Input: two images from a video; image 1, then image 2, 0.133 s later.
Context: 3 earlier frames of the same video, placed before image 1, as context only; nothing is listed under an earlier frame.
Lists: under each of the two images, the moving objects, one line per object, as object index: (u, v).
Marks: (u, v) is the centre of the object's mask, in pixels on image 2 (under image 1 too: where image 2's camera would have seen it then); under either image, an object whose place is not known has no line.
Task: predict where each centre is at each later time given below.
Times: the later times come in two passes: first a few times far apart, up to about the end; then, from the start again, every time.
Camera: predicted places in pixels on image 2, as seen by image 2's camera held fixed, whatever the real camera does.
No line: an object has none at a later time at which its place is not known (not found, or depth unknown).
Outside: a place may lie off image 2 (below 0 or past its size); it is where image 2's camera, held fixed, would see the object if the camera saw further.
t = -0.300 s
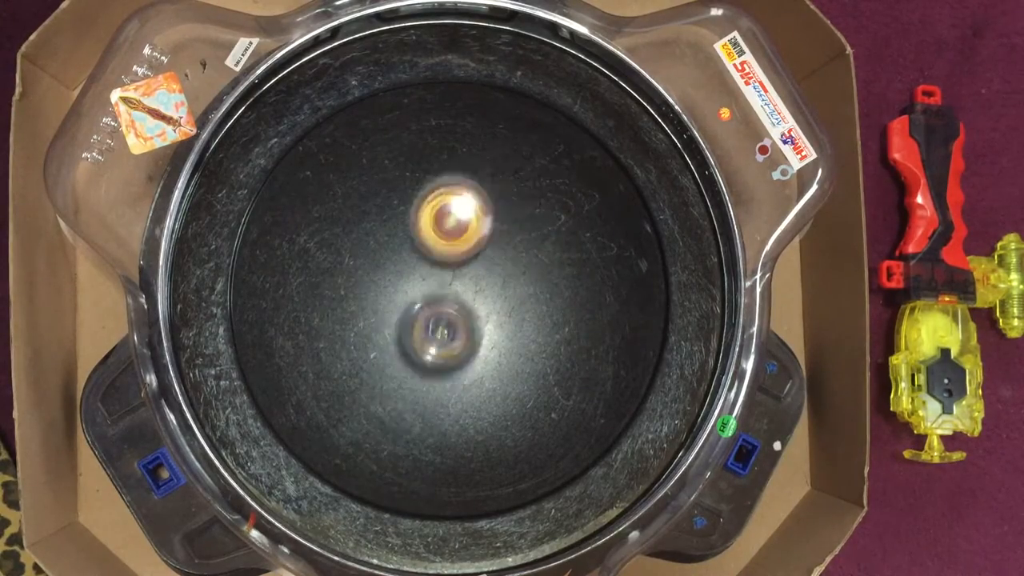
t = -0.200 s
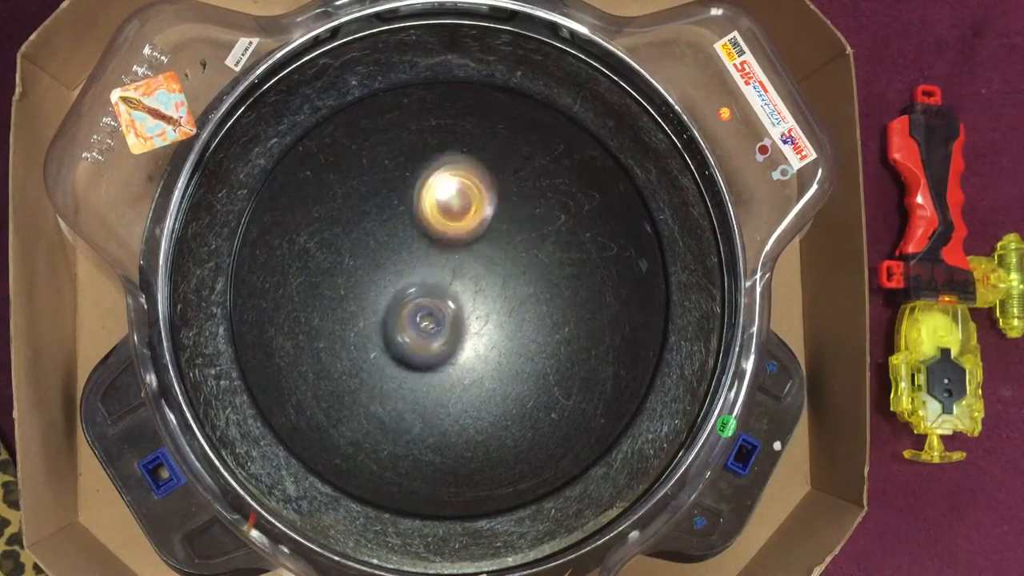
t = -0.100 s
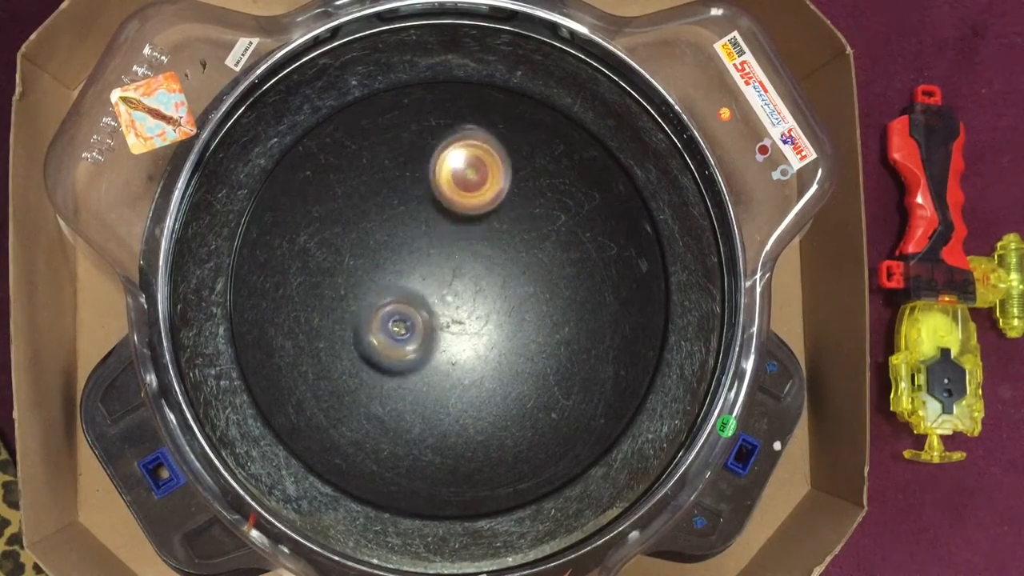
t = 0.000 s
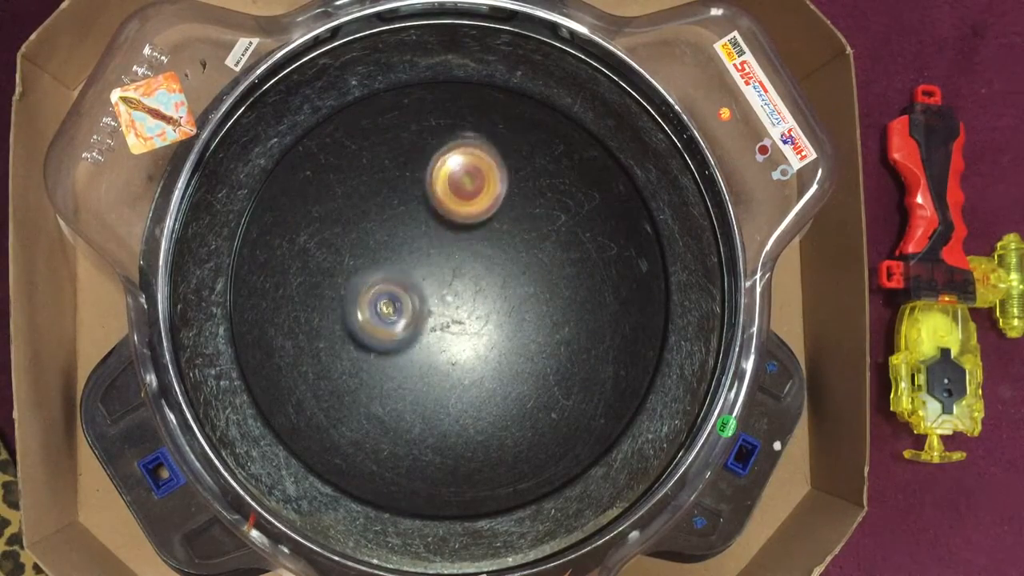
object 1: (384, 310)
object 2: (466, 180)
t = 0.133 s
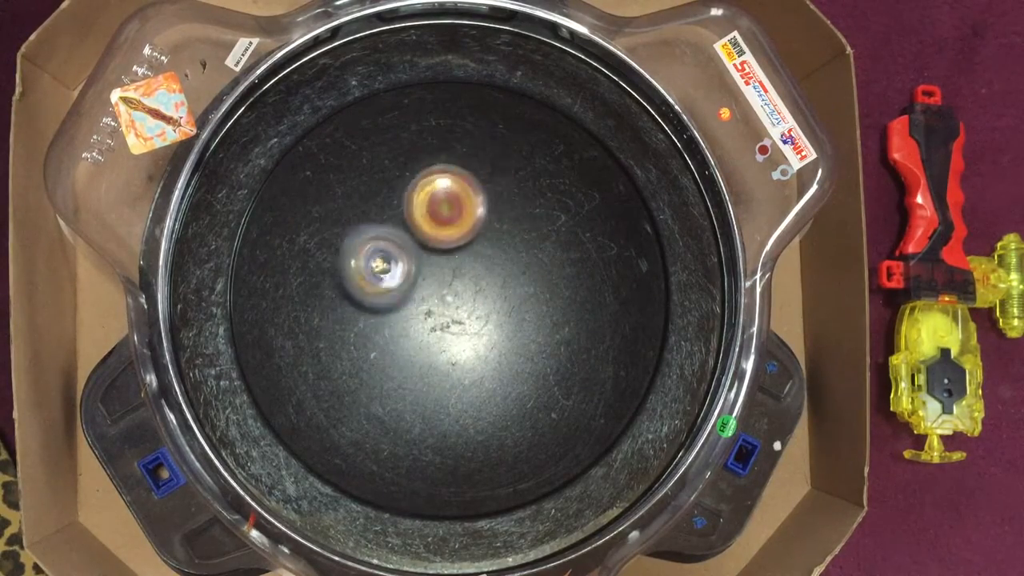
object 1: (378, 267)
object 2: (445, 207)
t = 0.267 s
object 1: (337, 274)
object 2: (488, 206)
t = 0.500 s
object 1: (392, 254)
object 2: (494, 252)
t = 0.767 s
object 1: (403, 233)
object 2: (593, 331)
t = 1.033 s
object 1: (468, 261)
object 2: (559, 322)
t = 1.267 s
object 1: (459, 272)
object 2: (521, 363)
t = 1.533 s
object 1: (455, 317)
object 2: (476, 408)
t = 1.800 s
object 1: (438, 311)
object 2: (445, 443)
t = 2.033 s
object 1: (425, 298)
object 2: (429, 386)
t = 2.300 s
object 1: (466, 211)
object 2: (355, 353)
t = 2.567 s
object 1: (497, 194)
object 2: (349, 289)
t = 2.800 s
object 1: (520, 241)
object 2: (372, 221)
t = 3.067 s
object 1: (502, 322)
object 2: (415, 172)
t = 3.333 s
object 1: (445, 374)
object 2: (459, 194)
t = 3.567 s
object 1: (393, 360)
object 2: (511, 240)
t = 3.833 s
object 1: (376, 300)
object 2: (578, 273)
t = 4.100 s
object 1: (418, 248)
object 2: (547, 283)
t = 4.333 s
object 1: (473, 241)
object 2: (504, 330)
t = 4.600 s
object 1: (513, 287)
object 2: (483, 383)
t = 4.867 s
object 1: (504, 325)
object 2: (436, 409)
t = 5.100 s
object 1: (473, 329)
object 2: (394, 384)
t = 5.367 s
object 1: (448, 295)
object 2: (362, 324)
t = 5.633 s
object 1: (450, 253)
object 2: (363, 233)
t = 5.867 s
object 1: (468, 247)
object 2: (389, 195)
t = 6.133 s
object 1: (490, 292)
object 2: (434, 201)
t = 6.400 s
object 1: (465, 334)
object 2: (500, 238)
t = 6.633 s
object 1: (426, 337)
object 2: (551, 287)
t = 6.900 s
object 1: (409, 301)
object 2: (542, 335)
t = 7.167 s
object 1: (437, 264)
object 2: (486, 374)
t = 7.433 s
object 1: (481, 274)
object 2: (420, 388)
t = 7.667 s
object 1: (489, 315)
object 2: (381, 355)
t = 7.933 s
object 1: (455, 338)
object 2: (369, 289)
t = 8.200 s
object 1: (420, 316)
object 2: (397, 227)
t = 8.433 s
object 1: (422, 296)
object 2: (448, 186)
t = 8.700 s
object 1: (454, 290)
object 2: (510, 205)
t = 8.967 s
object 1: (476, 311)
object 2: (555, 277)
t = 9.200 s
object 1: (461, 329)
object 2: (550, 352)
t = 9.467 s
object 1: (437, 317)
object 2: (486, 402)
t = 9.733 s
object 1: (440, 291)
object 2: (401, 401)
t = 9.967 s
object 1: (462, 281)
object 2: (349, 349)
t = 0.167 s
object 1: (362, 268)
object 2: (459, 202)
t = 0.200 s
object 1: (348, 271)
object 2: (472, 200)
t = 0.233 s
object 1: (340, 272)
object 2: (482, 201)
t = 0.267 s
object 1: (337, 274)
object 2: (488, 206)
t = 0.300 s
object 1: (339, 274)
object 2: (490, 212)
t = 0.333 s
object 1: (344, 271)
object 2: (490, 218)
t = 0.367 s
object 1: (351, 268)
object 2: (491, 225)
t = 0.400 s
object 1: (361, 265)
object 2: (492, 232)
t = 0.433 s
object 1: (371, 261)
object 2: (493, 239)
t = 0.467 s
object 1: (381, 257)
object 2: (493, 246)
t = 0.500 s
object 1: (392, 254)
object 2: (494, 252)
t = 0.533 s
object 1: (402, 250)
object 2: (496, 259)
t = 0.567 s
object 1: (408, 245)
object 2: (504, 267)
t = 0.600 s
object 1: (399, 236)
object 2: (529, 284)
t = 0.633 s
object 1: (392, 231)
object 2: (549, 299)
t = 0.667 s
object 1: (390, 228)
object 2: (565, 311)
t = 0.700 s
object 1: (391, 229)
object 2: (578, 320)
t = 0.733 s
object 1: (396, 230)
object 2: (586, 327)
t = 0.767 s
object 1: (403, 233)
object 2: (593, 331)
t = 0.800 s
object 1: (410, 235)
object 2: (598, 333)
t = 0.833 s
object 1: (419, 238)
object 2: (600, 335)
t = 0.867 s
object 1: (429, 242)
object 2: (600, 334)
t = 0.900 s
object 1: (437, 245)
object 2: (597, 333)
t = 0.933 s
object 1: (445, 249)
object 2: (591, 331)
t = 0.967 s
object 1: (453, 252)
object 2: (582, 328)
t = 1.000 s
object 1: (460, 257)
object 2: (572, 325)
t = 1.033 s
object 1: (468, 261)
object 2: (559, 322)
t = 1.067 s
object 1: (477, 267)
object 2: (548, 321)
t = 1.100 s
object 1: (472, 264)
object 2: (544, 327)
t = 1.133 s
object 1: (468, 260)
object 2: (540, 335)
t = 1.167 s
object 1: (463, 260)
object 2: (536, 342)
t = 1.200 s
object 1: (461, 263)
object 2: (532, 349)
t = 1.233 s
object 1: (460, 267)
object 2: (527, 356)
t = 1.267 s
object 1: (459, 272)
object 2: (521, 363)
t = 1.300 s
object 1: (460, 276)
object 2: (515, 369)
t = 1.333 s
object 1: (461, 284)
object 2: (510, 376)
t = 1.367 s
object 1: (461, 290)
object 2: (505, 382)
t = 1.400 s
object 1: (460, 293)
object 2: (499, 389)
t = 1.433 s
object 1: (459, 299)
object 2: (493, 394)
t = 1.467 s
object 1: (458, 305)
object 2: (487, 399)
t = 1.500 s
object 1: (458, 310)
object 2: (481, 404)
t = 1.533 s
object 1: (455, 317)
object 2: (476, 408)
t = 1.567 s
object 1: (454, 321)
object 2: (471, 411)
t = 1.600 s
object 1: (451, 326)
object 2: (466, 414)
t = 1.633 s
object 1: (450, 326)
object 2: (463, 418)
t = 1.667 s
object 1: (448, 319)
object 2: (457, 430)
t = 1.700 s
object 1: (446, 315)
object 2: (453, 439)
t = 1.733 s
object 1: (444, 312)
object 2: (450, 443)
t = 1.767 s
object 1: (441, 310)
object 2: (447, 444)
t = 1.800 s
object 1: (438, 311)
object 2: (445, 443)
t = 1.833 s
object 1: (435, 308)
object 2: (443, 440)
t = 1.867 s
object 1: (433, 307)
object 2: (441, 434)
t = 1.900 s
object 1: (431, 306)
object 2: (439, 427)
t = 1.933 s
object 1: (430, 304)
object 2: (437, 419)
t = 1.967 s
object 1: (428, 301)
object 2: (435, 409)
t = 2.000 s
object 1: (426, 299)
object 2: (433, 398)
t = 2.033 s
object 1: (425, 298)
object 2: (429, 386)
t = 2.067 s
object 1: (426, 293)
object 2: (424, 376)
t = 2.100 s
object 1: (429, 281)
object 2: (410, 376)
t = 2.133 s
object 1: (437, 263)
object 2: (398, 375)
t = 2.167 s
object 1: (444, 248)
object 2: (385, 372)
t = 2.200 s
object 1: (449, 235)
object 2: (376, 368)
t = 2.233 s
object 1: (455, 226)
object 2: (367, 364)
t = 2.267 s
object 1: (461, 218)
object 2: (360, 359)
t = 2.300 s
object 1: (466, 211)
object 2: (355, 353)
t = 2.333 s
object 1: (469, 205)
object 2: (351, 346)
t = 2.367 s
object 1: (473, 200)
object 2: (348, 339)
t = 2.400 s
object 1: (477, 196)
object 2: (346, 331)
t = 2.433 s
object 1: (481, 193)
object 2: (345, 323)
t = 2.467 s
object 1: (486, 192)
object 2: (345, 314)
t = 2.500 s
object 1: (489, 192)
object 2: (346, 306)
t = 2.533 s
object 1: (493, 192)
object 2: (347, 298)
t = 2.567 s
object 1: (497, 194)
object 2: (349, 289)
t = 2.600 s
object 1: (501, 197)
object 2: (351, 280)
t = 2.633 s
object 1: (505, 202)
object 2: (354, 269)
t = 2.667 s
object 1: (510, 208)
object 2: (356, 260)
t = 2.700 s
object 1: (513, 215)
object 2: (360, 250)
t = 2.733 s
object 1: (516, 223)
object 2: (363, 240)
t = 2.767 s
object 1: (518, 232)
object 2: (368, 230)
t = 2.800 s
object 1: (520, 241)
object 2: (372, 221)
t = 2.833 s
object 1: (521, 252)
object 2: (376, 212)
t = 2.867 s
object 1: (521, 262)
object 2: (381, 204)
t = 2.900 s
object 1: (520, 272)
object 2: (386, 196)
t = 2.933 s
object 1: (519, 283)
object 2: (392, 189)
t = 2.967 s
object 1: (516, 293)
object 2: (398, 183)
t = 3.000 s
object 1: (512, 301)
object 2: (403, 178)
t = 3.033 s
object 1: (507, 312)
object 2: (409, 175)
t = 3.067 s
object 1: (502, 322)
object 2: (415, 172)
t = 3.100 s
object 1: (496, 331)
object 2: (420, 171)
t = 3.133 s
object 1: (490, 341)
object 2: (426, 171)
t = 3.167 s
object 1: (484, 349)
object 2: (432, 172)
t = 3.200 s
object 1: (477, 356)
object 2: (437, 174)
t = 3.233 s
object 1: (469, 362)
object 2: (442, 178)
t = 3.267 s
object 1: (461, 368)
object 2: (448, 182)
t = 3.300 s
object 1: (452, 371)
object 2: (453, 188)
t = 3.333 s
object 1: (445, 374)
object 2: (459, 194)
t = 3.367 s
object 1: (436, 375)
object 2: (465, 201)
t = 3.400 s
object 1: (428, 375)
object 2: (471, 208)
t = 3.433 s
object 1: (420, 374)
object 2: (478, 215)
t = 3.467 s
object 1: (413, 372)
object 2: (485, 221)
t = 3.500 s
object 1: (407, 370)
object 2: (493, 228)
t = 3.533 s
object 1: (398, 364)
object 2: (502, 234)
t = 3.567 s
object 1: (393, 360)
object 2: (511, 240)
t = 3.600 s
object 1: (388, 354)
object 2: (520, 246)
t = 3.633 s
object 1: (385, 349)
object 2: (530, 251)
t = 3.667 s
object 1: (382, 343)
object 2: (539, 256)
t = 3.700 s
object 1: (379, 335)
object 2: (549, 261)
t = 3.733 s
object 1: (376, 326)
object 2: (558, 265)
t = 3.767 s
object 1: (375, 319)
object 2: (566, 268)
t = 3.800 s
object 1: (375, 310)
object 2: (573, 271)
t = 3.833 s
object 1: (376, 300)
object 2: (578, 273)
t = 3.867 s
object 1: (378, 294)
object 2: (581, 274)
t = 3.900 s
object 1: (381, 286)
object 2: (582, 275)
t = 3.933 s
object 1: (386, 278)
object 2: (581, 276)
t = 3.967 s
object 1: (391, 270)
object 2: (577, 277)
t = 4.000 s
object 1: (397, 263)
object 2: (571, 278)
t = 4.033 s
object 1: (404, 257)
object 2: (564, 279)
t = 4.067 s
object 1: (410, 252)
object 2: (556, 281)
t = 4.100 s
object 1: (418, 248)
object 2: (547, 283)
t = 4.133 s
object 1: (427, 245)
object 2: (537, 285)
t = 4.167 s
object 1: (436, 242)
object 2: (527, 288)
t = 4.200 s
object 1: (446, 241)
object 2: (517, 292)
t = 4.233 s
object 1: (452, 238)
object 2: (513, 300)
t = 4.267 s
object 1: (459, 238)
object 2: (510, 310)
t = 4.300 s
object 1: (466, 239)
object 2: (507, 320)
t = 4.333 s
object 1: (473, 241)
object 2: (504, 330)
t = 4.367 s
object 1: (480, 245)
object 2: (501, 340)
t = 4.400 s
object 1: (487, 248)
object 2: (499, 348)
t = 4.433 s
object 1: (494, 253)
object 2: (497, 356)
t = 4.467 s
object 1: (499, 258)
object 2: (494, 364)
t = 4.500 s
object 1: (504, 265)
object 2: (491, 371)
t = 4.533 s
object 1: (507, 271)
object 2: (489, 376)
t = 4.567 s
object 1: (510, 279)
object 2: (486, 380)
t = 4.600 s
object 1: (513, 287)
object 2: (483, 383)
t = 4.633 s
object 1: (514, 294)
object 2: (481, 385)
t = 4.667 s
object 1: (514, 301)
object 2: (479, 386)
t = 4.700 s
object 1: (513, 310)
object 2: (474, 388)
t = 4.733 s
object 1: (517, 310)
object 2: (466, 395)
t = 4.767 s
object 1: (517, 313)
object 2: (456, 402)
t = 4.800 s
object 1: (514, 317)
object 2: (450, 406)
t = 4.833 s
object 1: (510, 320)
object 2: (443, 409)
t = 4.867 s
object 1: (504, 325)
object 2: (436, 409)
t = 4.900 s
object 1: (499, 328)
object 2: (431, 408)
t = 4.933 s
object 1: (495, 330)
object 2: (425, 405)
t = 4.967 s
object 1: (487, 335)
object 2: (420, 402)
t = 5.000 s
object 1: (481, 335)
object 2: (416, 398)
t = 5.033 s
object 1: (477, 336)
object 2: (411, 392)
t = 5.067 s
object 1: (476, 333)
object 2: (402, 389)
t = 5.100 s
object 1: (473, 329)
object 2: (394, 384)
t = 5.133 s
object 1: (471, 325)
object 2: (388, 380)
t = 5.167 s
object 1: (466, 321)
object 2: (382, 375)
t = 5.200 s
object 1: (463, 316)
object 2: (377, 368)
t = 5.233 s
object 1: (459, 312)
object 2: (372, 361)
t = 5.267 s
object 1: (456, 307)
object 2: (369, 353)
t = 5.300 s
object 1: (452, 304)
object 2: (366, 343)
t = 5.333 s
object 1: (451, 301)
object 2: (364, 334)
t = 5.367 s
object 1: (448, 295)
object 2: (362, 324)
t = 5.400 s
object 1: (447, 290)
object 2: (360, 312)
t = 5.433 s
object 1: (446, 282)
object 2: (360, 301)
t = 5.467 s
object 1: (446, 275)
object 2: (359, 289)
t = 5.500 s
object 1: (445, 271)
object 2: (359, 277)
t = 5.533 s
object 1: (446, 265)
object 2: (360, 265)
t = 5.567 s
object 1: (446, 261)
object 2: (361, 254)
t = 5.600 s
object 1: (448, 257)
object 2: (362, 244)
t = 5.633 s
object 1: (450, 253)
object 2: (363, 233)
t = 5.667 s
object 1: (452, 250)
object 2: (366, 224)
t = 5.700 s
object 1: (454, 248)
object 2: (369, 216)
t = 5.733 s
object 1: (457, 247)
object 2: (373, 208)
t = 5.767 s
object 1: (460, 246)
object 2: (377, 202)
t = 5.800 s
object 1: (464, 246)
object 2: (380, 198)
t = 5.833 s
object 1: (466, 246)
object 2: (385, 196)
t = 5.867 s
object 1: (468, 247)
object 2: (389, 195)
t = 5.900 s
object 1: (471, 249)
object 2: (395, 195)
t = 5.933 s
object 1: (473, 250)
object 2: (402, 196)
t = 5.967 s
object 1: (475, 252)
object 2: (408, 198)
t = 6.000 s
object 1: (481, 261)
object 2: (412, 196)
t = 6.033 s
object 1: (486, 270)
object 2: (417, 195)
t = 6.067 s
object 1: (489, 278)
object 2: (422, 196)
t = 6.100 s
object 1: (491, 285)
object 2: (428, 198)
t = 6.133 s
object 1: (490, 292)
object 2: (434, 201)
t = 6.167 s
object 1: (490, 297)
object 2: (440, 204)
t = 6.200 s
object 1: (488, 304)
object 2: (447, 208)
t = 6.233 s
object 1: (486, 309)
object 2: (453, 211)
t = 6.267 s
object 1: (484, 316)
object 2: (462, 216)
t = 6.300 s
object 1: (481, 320)
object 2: (471, 220)
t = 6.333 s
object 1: (476, 324)
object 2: (481, 226)
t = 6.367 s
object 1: (471, 330)
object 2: (491, 232)
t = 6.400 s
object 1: (465, 334)
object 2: (500, 238)
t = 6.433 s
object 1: (460, 336)
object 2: (511, 244)
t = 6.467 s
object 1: (454, 338)
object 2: (519, 251)
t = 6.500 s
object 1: (448, 339)
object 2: (528, 259)
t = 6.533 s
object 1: (442, 340)
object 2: (535, 265)
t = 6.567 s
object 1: (436, 340)
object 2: (542, 272)
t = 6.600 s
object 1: (431, 339)
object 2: (547, 279)
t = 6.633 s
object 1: (426, 337)
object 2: (551, 287)
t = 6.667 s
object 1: (421, 334)
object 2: (554, 294)
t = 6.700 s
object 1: (417, 330)
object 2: (555, 301)
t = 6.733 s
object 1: (414, 326)
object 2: (555, 307)
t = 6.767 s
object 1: (412, 323)
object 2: (554, 314)
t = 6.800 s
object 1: (409, 316)
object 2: (552, 320)
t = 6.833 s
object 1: (408, 314)
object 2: (550, 326)
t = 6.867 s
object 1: (409, 309)
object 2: (546, 331)
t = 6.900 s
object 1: (409, 301)
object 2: (542, 335)
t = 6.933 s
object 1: (410, 296)
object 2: (536, 341)
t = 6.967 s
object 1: (412, 289)
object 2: (531, 345)
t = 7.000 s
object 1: (414, 284)
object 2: (525, 351)
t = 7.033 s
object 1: (418, 279)
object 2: (519, 356)
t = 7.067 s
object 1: (422, 274)
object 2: (510, 362)
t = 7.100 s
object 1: (427, 271)
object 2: (503, 366)
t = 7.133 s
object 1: (433, 266)
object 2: (495, 370)
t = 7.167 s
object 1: (437, 264)
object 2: (486, 374)
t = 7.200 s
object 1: (444, 263)
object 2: (478, 378)
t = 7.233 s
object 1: (450, 262)
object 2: (469, 382)
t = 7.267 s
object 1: (455, 261)
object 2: (460, 385)
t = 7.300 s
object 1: (460, 263)
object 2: (452, 387)
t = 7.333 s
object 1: (467, 265)
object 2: (443, 388)
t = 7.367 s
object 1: (471, 267)
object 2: (435, 388)
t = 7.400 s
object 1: (476, 271)
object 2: (428, 389)
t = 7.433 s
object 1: (481, 274)
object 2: (420, 388)
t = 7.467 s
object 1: (484, 278)
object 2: (413, 386)
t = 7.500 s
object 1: (488, 284)
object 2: (406, 382)
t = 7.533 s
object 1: (491, 289)
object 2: (401, 378)
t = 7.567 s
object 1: (490, 299)
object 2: (396, 374)
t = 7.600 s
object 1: (491, 304)
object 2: (391, 369)
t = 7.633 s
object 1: (492, 303)
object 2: (387, 363)
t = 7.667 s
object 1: (489, 315)
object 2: (381, 355)
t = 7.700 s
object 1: (485, 321)
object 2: (379, 348)
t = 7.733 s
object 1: (483, 324)
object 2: (375, 342)
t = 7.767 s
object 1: (480, 328)
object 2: (373, 333)
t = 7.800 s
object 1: (476, 332)
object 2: (372, 325)
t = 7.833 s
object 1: (472, 334)
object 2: (371, 317)
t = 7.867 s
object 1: (468, 335)
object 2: (369, 308)
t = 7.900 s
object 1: (461, 337)
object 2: (369, 299)
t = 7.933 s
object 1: (455, 338)
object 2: (369, 289)
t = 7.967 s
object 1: (449, 338)
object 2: (371, 280)
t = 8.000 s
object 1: (443, 337)
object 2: (373, 271)
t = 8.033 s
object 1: (439, 335)
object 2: (375, 262)
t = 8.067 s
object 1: (433, 333)
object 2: (379, 254)
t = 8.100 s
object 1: (429, 329)
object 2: (383, 246)
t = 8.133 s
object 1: (425, 327)
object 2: (387, 239)
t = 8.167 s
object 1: (422, 320)
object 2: (391, 233)
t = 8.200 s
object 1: (420, 316)
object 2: (397, 227)
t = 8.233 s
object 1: (418, 311)
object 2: (402, 222)
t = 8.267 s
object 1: (417, 305)
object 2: (408, 218)
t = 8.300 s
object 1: (416, 305)
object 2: (416, 208)
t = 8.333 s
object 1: (416, 303)
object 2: (423, 200)
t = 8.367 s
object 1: (418, 301)
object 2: (431, 194)
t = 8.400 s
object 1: (420, 298)
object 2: (440, 189)
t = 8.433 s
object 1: (422, 296)
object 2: (448, 186)
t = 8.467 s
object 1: (427, 294)
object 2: (456, 184)
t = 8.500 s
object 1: (429, 289)
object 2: (464, 183)
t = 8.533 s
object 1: (432, 285)
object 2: (472, 185)
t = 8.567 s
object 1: (437, 284)
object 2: (480, 187)
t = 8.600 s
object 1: (440, 283)
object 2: (488, 190)
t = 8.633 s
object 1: (445, 290)
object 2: (495, 194)
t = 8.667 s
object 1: (450, 289)
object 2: (502, 199)
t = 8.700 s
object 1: (454, 290)
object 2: (510, 205)
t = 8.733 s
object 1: (457, 292)
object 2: (516, 212)
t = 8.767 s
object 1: (462, 293)
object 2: (523, 219)
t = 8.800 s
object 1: (465, 295)
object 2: (529, 228)
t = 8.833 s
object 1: (469, 292)
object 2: (535, 237)
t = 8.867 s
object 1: (472, 299)
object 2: (541, 246)
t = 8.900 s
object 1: (472, 304)
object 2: (546, 256)
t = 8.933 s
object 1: (476, 301)
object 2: (551, 266)
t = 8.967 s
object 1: (476, 311)
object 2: (555, 277)
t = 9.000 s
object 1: (475, 314)
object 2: (558, 287)
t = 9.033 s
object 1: (475, 314)
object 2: (561, 296)
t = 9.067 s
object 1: (474, 318)
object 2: (561, 308)
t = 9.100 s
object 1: (470, 324)
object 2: (560, 326)
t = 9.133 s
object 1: (467, 326)
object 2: (557, 335)
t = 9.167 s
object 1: (464, 327)
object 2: (554, 344)
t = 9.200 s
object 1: (461, 329)
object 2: (550, 352)
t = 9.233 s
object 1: (457, 330)
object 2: (545, 361)
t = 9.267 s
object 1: (454, 329)
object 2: (539, 369)
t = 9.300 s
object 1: (450, 328)
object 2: (532, 376)
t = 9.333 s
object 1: (447, 328)
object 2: (524, 382)
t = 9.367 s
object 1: (444, 325)
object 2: (515, 388)
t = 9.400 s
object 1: (441, 323)
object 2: (506, 393)
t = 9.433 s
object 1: (439, 320)
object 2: (496, 399)
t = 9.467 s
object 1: (437, 317)
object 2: (486, 402)
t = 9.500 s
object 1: (435, 314)
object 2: (475, 406)
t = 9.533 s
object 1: (435, 310)
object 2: (465, 408)
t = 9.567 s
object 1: (435, 307)
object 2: (454, 410)
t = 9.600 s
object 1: (434, 303)
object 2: (442, 410)
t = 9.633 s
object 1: (435, 298)
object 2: (433, 410)
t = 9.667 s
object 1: (437, 293)
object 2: (422, 408)
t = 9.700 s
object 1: (438, 294)
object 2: (411, 406)
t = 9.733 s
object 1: (440, 291)
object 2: (401, 401)
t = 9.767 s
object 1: (444, 282)
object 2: (393, 396)
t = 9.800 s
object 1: (446, 281)
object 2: (383, 390)
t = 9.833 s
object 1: (450, 278)
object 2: (374, 383)
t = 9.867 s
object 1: (454, 276)
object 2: (367, 375)
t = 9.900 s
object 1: (457, 276)
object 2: (360, 367)
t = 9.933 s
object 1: (461, 276)
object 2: (354, 359)
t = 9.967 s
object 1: (462, 281)
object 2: (349, 349)
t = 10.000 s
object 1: (466, 282)
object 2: (346, 339)
